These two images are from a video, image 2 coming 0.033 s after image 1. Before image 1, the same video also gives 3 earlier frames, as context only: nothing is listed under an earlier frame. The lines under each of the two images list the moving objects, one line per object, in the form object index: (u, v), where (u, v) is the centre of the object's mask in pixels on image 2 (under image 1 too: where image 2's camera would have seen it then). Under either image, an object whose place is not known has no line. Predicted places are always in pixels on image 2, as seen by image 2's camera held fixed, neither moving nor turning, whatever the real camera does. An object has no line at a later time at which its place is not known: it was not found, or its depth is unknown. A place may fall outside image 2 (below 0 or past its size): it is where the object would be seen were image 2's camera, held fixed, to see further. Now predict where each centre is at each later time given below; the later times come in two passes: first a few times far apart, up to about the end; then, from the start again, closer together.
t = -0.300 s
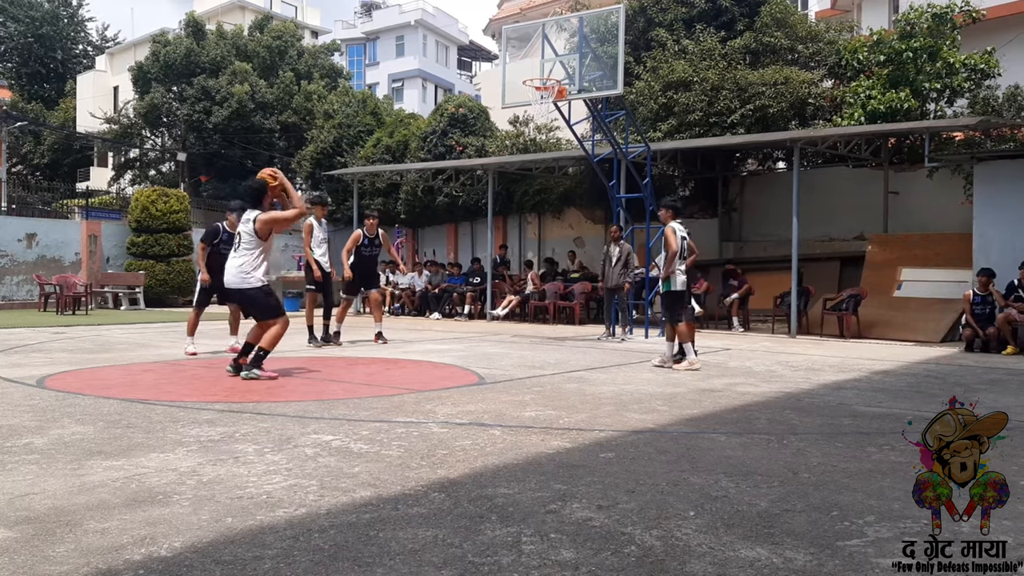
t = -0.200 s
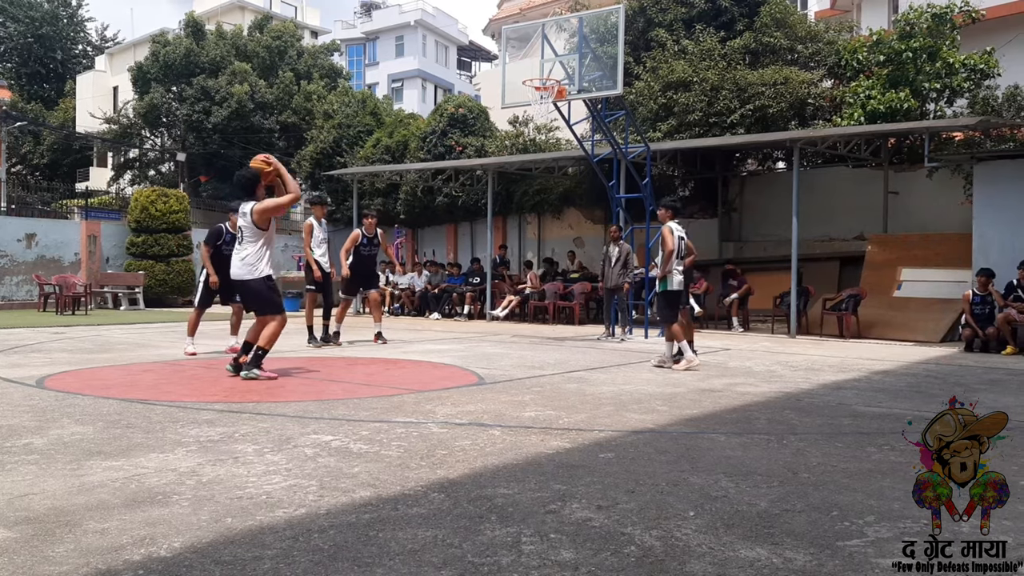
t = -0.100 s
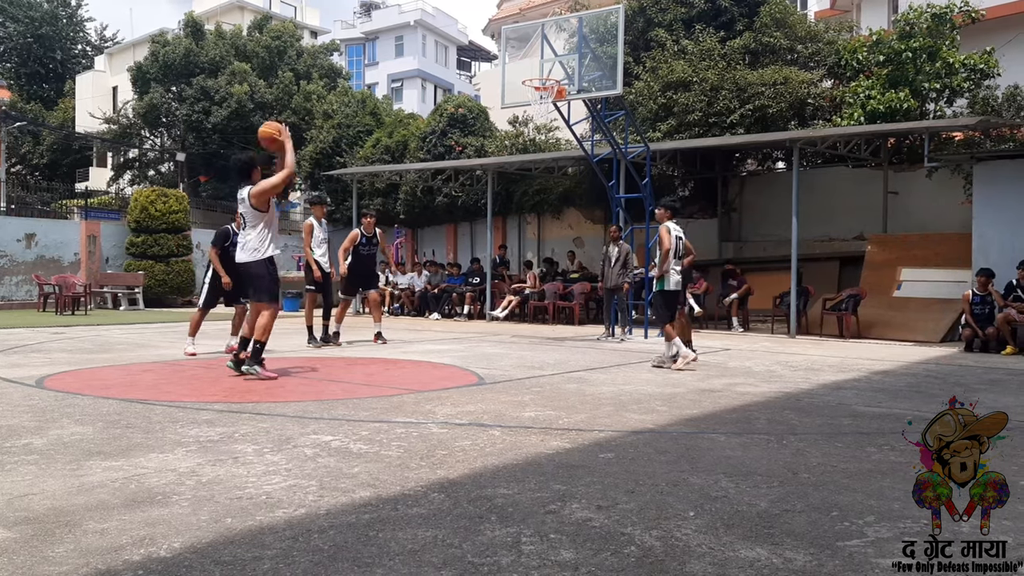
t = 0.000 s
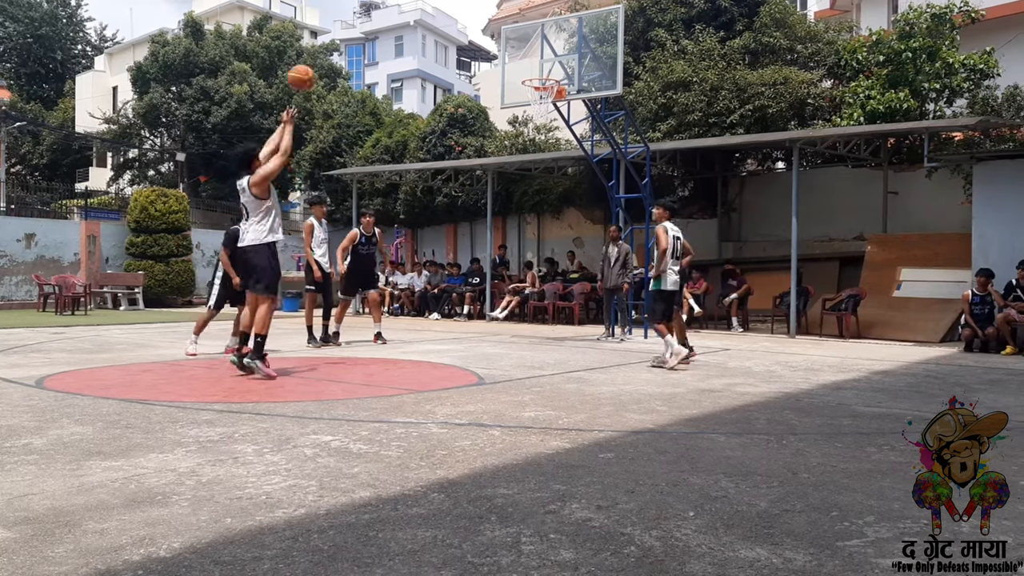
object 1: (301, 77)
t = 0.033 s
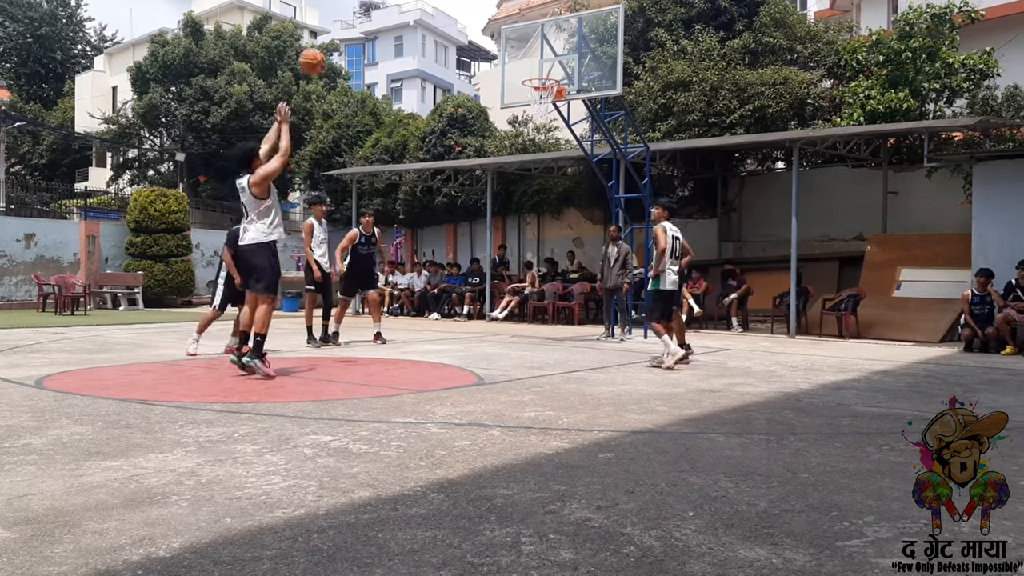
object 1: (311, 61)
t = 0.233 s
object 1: (373, 2)
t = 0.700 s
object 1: (486, 1)
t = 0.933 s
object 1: (531, 61)
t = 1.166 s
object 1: (554, 33)
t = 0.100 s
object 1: (333, 33)
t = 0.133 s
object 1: (344, 21)
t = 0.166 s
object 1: (354, 10)
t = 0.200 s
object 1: (364, 5)
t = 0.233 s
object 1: (373, 2)
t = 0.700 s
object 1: (486, 1)
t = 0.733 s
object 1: (493, 4)
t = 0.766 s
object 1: (500, 10)
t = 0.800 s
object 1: (506, 19)
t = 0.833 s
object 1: (512, 29)
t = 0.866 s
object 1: (519, 38)
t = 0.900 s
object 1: (525, 49)
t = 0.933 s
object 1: (531, 61)
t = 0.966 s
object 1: (536, 72)
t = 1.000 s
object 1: (540, 72)
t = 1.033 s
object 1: (544, 63)
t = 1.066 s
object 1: (547, 54)
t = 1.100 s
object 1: (551, 46)
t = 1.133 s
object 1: (554, 39)
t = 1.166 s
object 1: (554, 33)
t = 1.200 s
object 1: (555, 28)
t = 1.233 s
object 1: (556, 22)
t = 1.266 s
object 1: (557, 19)
